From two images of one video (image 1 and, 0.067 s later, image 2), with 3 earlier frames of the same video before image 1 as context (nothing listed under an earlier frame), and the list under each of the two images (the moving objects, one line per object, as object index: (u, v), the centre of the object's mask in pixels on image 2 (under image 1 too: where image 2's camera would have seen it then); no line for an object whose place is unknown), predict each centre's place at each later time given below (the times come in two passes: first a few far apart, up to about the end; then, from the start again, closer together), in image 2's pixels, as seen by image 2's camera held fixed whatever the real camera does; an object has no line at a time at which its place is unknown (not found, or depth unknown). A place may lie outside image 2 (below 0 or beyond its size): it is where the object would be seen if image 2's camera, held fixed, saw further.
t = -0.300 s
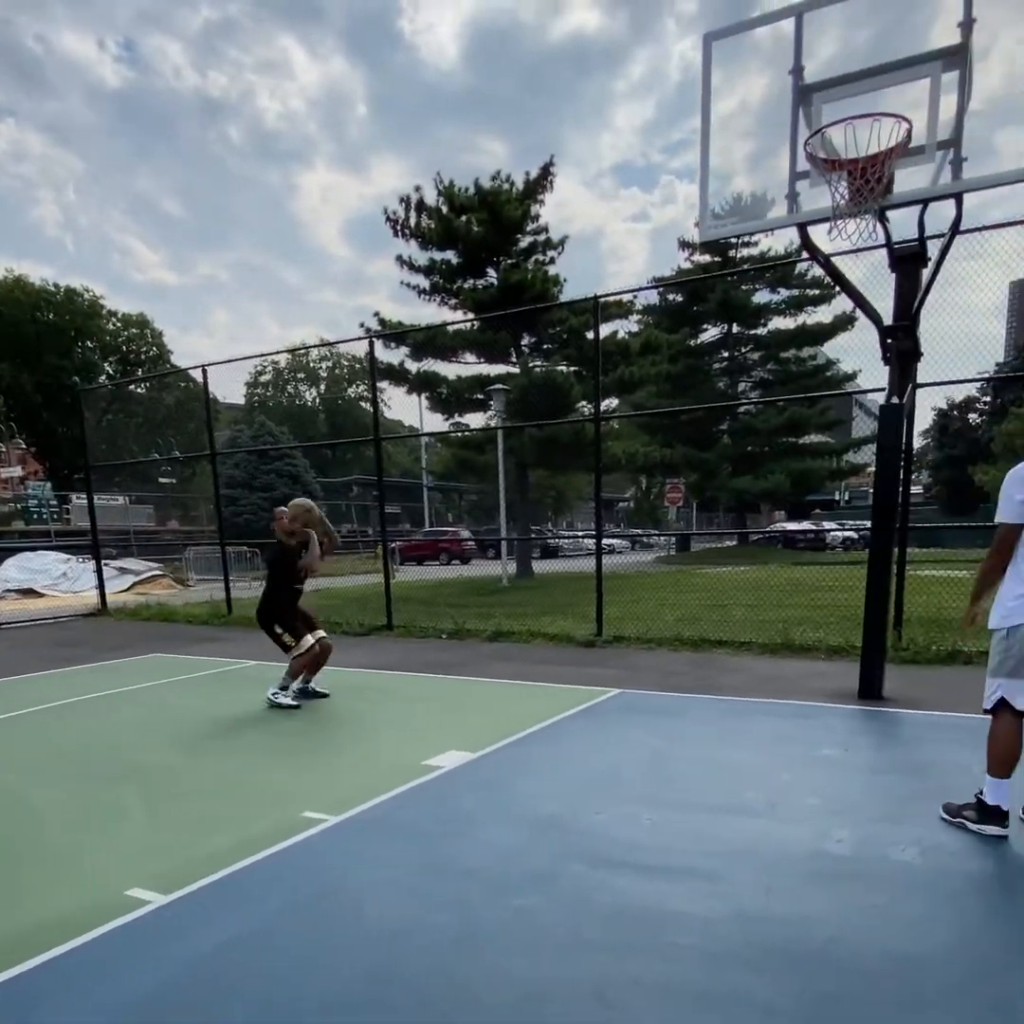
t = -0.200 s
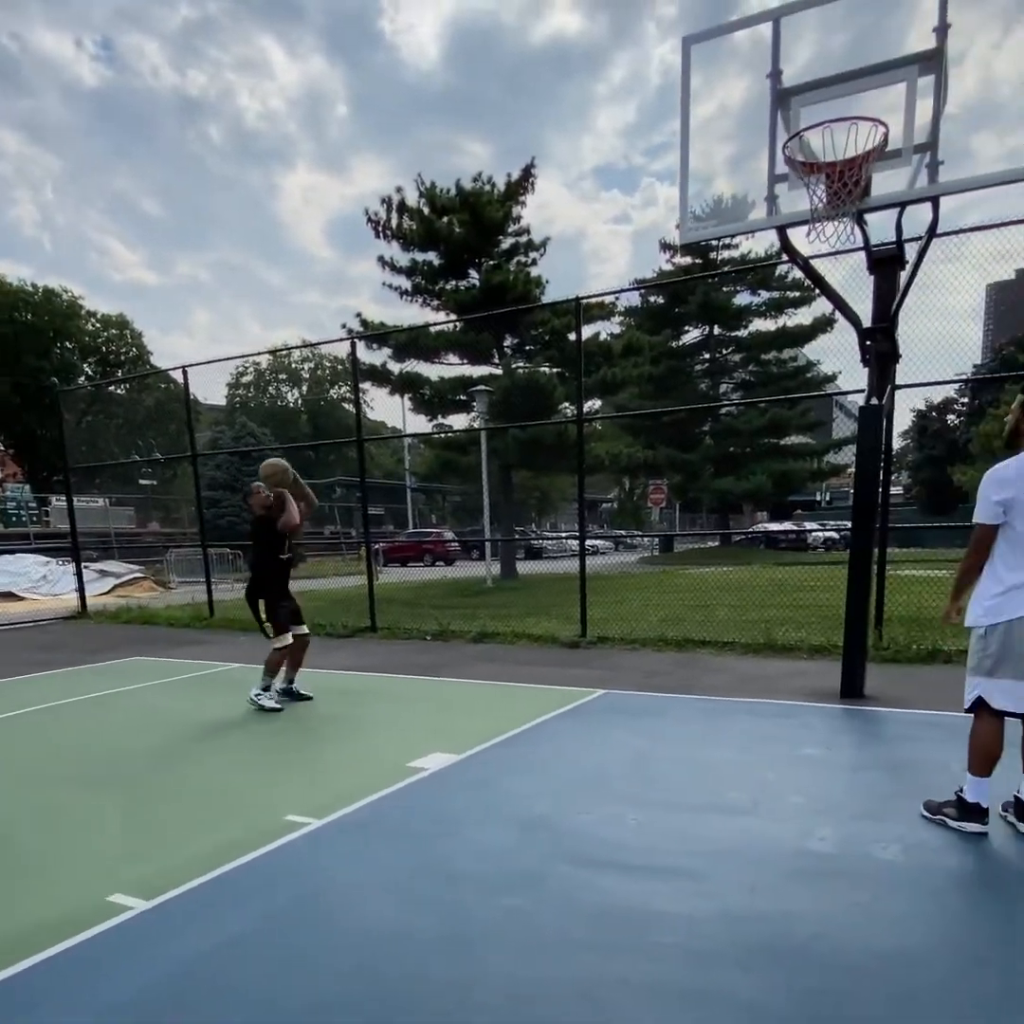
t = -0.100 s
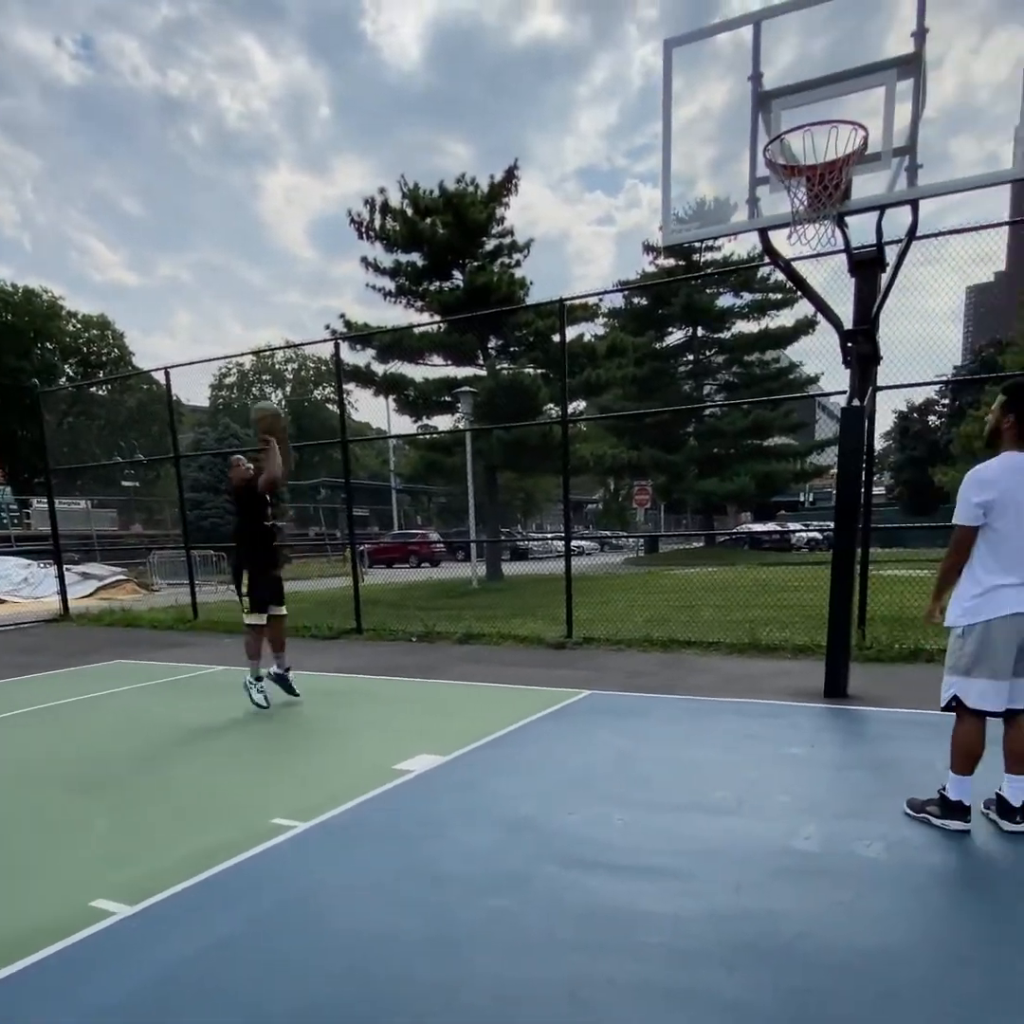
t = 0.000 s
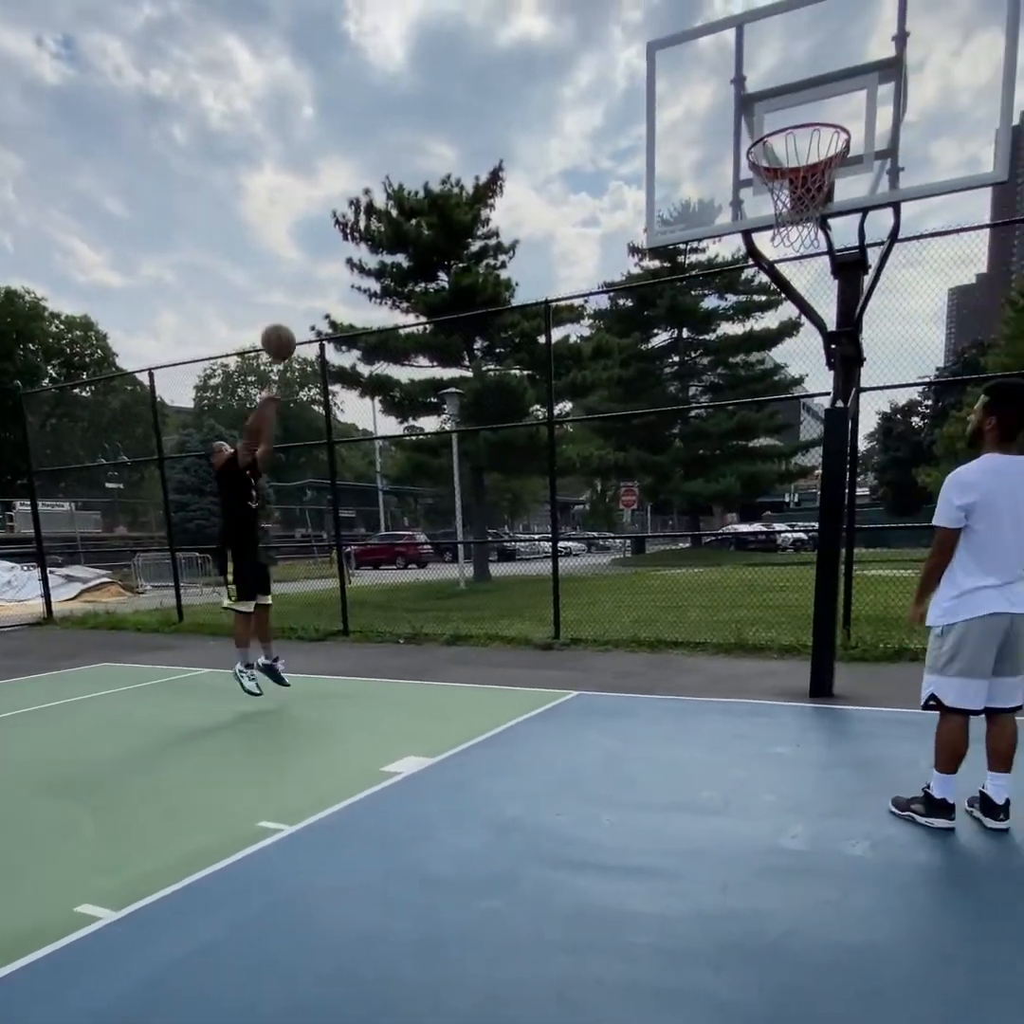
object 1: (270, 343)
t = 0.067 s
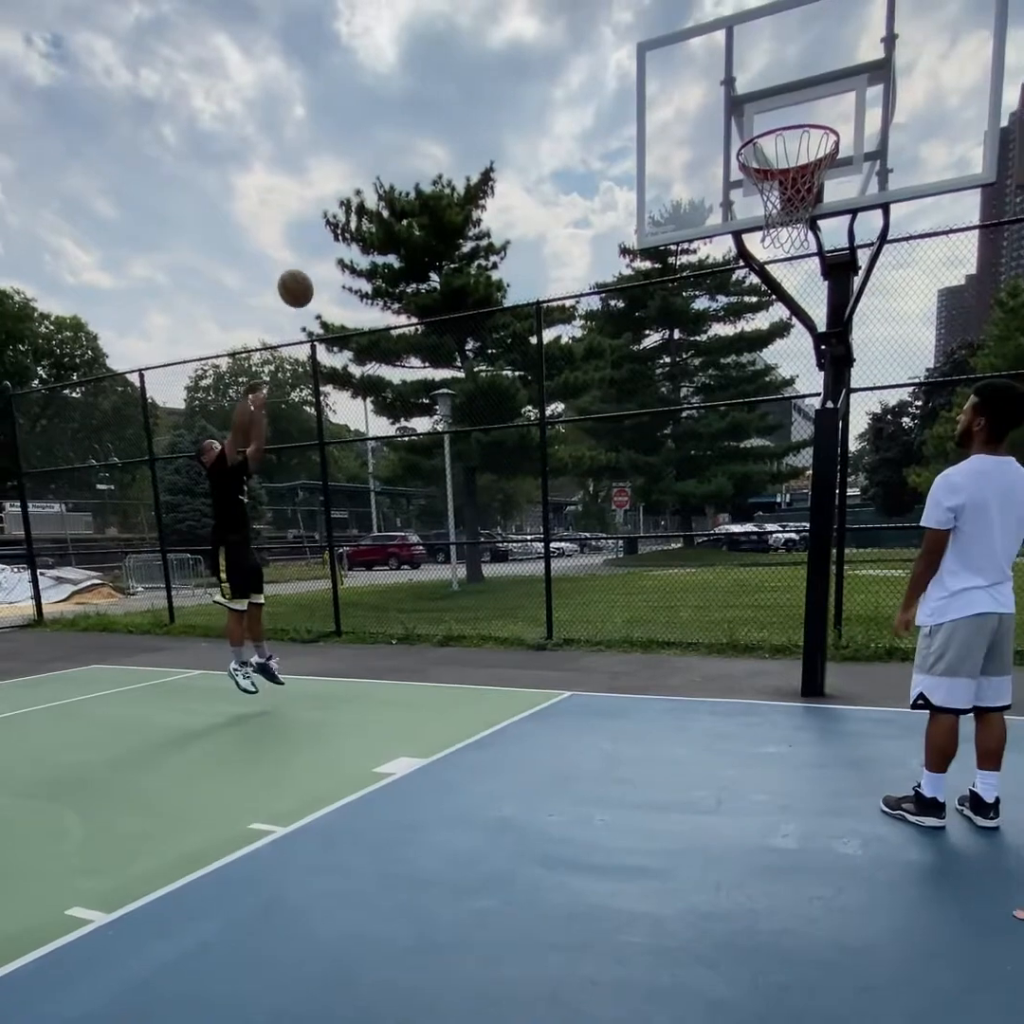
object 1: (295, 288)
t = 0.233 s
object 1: (366, 171)
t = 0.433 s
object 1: (470, 73)
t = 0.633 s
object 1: (596, 37)
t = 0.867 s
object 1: (770, 101)
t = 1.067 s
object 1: (774, 171)
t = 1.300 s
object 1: (793, 168)
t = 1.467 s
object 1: (807, 228)
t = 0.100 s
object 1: (308, 262)
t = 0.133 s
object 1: (322, 238)
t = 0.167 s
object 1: (336, 215)
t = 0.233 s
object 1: (366, 171)
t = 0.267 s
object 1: (382, 151)
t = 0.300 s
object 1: (398, 132)
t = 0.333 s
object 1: (416, 115)
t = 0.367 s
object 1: (433, 99)
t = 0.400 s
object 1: (452, 85)
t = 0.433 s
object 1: (470, 73)
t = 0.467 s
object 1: (490, 62)
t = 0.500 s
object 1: (510, 53)
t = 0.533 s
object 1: (531, 46)
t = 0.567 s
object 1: (552, 41)
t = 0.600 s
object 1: (574, 38)
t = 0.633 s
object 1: (596, 37)
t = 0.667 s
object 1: (619, 39)
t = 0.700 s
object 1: (643, 43)
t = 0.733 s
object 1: (667, 49)
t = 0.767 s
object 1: (692, 59)
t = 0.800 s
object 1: (718, 70)
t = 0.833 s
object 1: (744, 84)
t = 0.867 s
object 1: (770, 101)
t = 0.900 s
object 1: (797, 120)
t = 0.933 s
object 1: (797, 139)
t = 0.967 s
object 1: (777, 157)
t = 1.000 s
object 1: (769, 165)
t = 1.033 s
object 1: (770, 166)
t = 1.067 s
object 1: (774, 171)
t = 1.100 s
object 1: (778, 174)
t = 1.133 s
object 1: (781, 171)
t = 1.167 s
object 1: (783, 165)
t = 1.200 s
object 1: (786, 164)
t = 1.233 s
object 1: (790, 162)
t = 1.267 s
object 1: (792, 164)
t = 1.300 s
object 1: (793, 168)
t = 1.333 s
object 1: (796, 178)
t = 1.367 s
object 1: (798, 185)
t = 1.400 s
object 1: (801, 196)
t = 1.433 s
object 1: (803, 208)
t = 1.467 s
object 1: (807, 228)
